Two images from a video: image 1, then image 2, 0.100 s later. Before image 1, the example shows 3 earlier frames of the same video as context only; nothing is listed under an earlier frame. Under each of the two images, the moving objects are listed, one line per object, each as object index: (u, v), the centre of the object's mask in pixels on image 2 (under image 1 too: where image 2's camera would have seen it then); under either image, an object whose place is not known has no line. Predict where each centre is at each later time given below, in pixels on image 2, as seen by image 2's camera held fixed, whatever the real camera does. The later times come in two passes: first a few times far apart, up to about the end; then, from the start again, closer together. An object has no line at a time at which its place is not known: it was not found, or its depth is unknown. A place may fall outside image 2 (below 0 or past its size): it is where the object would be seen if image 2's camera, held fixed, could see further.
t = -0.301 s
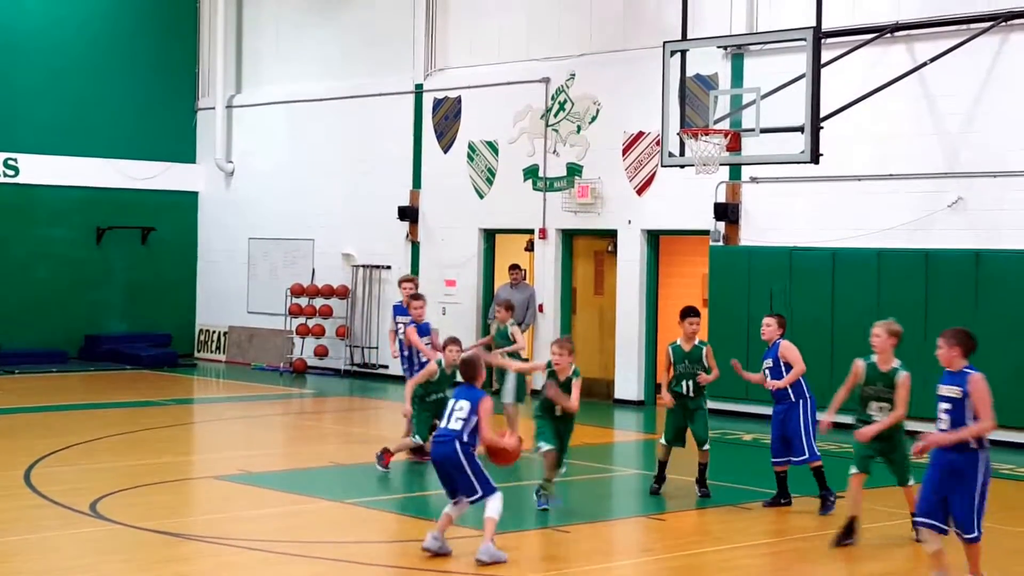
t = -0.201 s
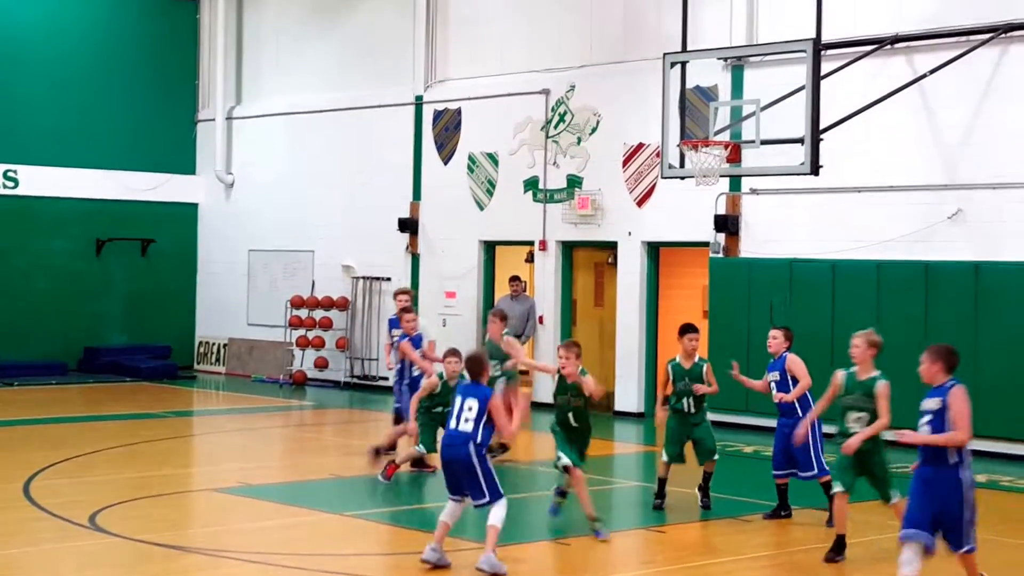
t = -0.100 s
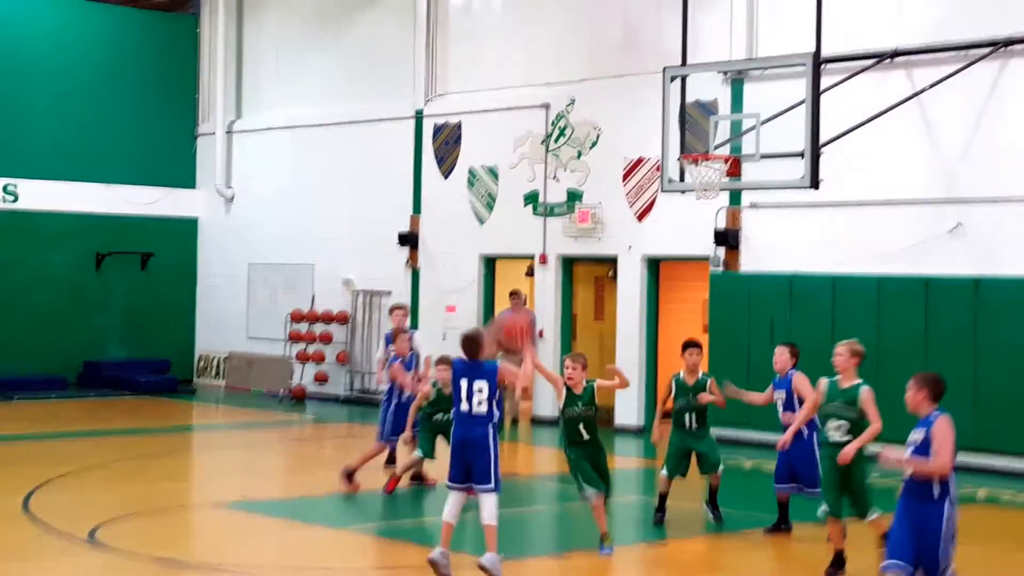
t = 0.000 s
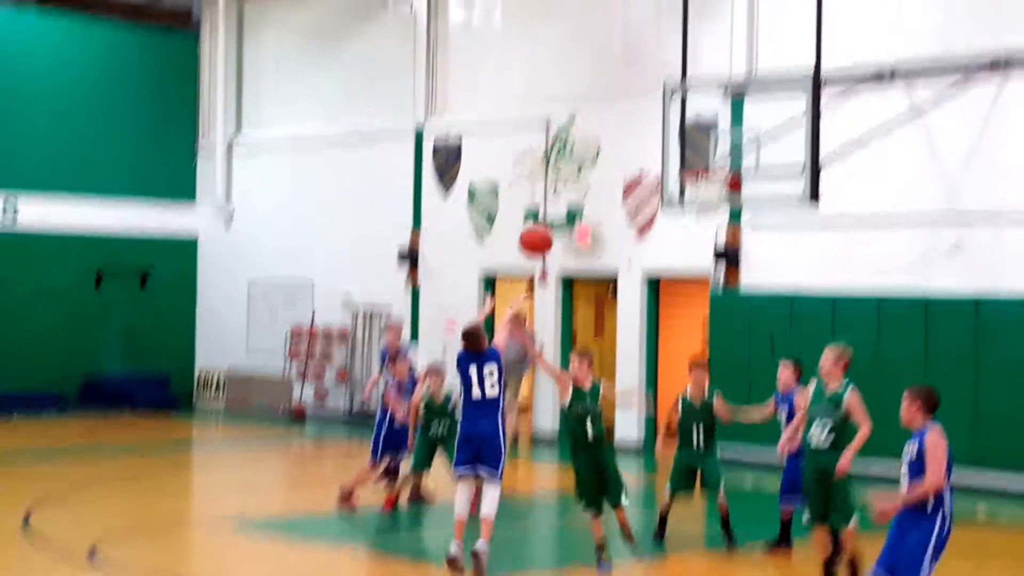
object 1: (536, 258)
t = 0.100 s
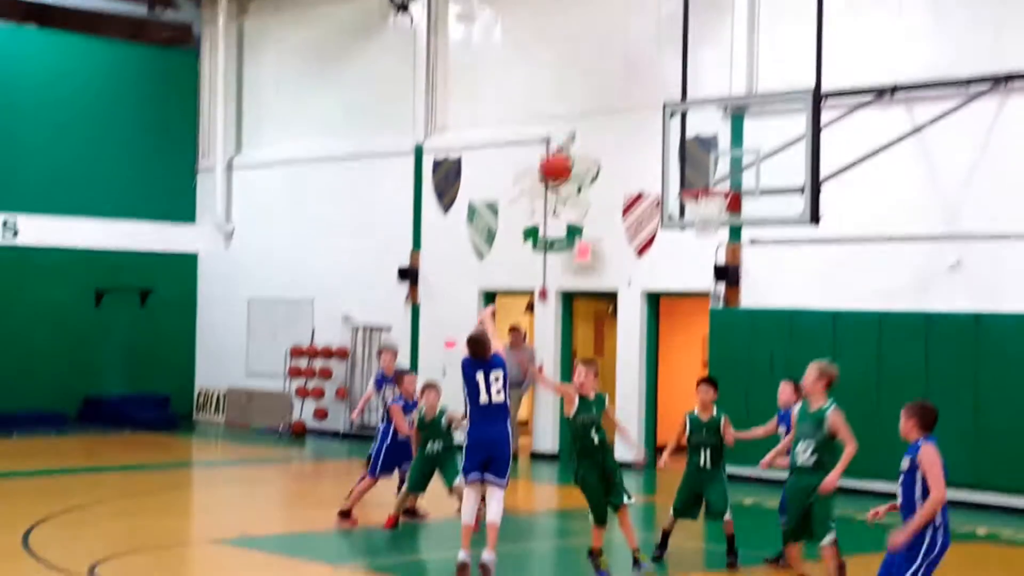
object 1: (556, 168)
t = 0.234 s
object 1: (579, 75)
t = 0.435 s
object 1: (611, -8)
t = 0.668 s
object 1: (642, -29)
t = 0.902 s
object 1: (670, 9)
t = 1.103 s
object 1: (688, 88)
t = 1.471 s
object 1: (719, 275)
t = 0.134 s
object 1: (561, 140)
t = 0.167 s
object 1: (568, 115)
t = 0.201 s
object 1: (574, 94)
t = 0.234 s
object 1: (579, 75)
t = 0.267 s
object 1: (585, 57)
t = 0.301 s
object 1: (590, 40)
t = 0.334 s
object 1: (596, 26)
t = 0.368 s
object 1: (601, 14)
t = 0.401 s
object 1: (606, 2)
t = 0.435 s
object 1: (611, -8)
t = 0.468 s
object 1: (616, -15)
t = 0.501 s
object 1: (620, -22)
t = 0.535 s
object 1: (625, -26)
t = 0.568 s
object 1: (629, -28)
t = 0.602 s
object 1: (634, -30)
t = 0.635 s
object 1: (638, -30)
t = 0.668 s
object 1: (642, -29)
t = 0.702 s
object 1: (647, -28)
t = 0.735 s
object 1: (651, -26)
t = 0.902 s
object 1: (670, 9)
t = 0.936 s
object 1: (672, 21)
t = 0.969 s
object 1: (675, 33)
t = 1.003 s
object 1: (678, 45)
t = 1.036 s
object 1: (682, 58)
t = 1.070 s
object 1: (685, 73)
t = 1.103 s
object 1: (688, 88)
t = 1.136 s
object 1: (691, 104)
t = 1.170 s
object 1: (694, 121)
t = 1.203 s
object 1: (696, 145)
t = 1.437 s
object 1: (717, 261)
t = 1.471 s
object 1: (719, 275)
